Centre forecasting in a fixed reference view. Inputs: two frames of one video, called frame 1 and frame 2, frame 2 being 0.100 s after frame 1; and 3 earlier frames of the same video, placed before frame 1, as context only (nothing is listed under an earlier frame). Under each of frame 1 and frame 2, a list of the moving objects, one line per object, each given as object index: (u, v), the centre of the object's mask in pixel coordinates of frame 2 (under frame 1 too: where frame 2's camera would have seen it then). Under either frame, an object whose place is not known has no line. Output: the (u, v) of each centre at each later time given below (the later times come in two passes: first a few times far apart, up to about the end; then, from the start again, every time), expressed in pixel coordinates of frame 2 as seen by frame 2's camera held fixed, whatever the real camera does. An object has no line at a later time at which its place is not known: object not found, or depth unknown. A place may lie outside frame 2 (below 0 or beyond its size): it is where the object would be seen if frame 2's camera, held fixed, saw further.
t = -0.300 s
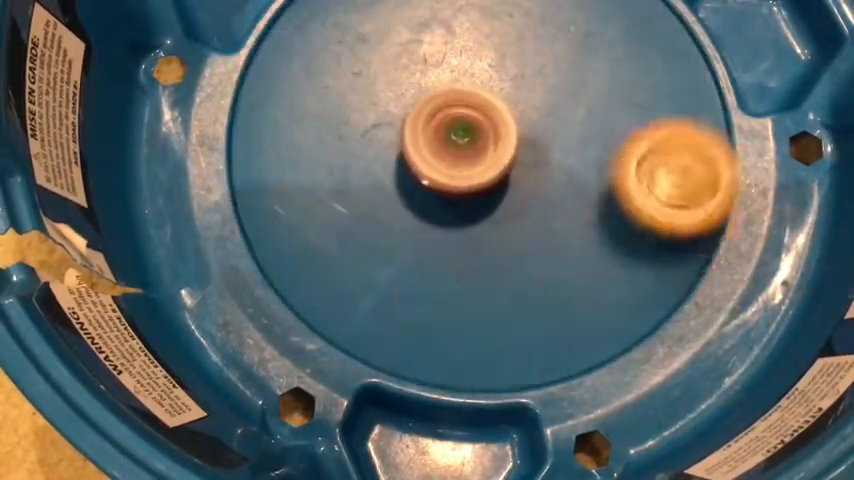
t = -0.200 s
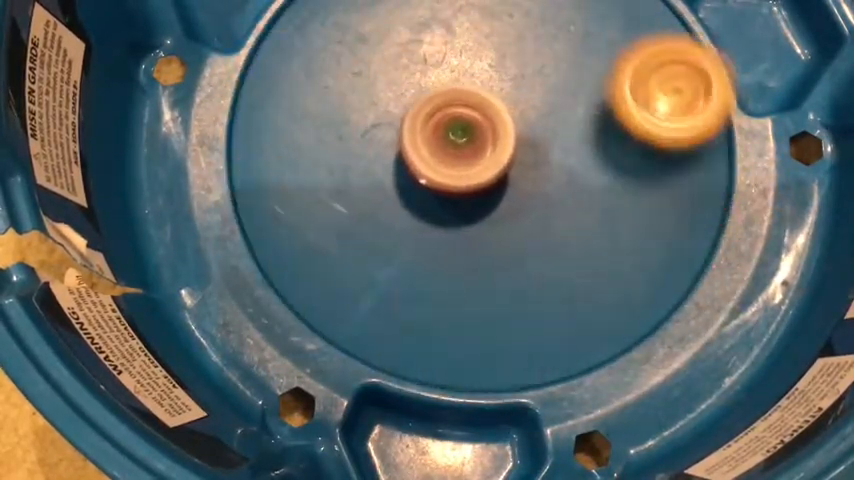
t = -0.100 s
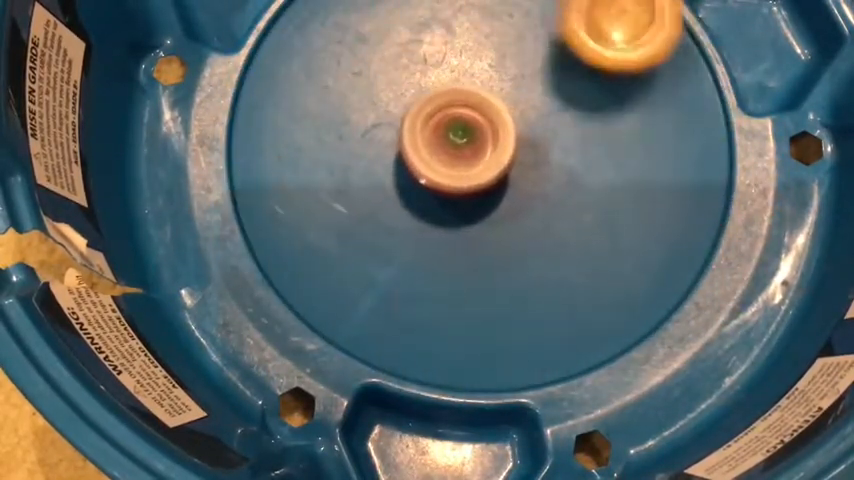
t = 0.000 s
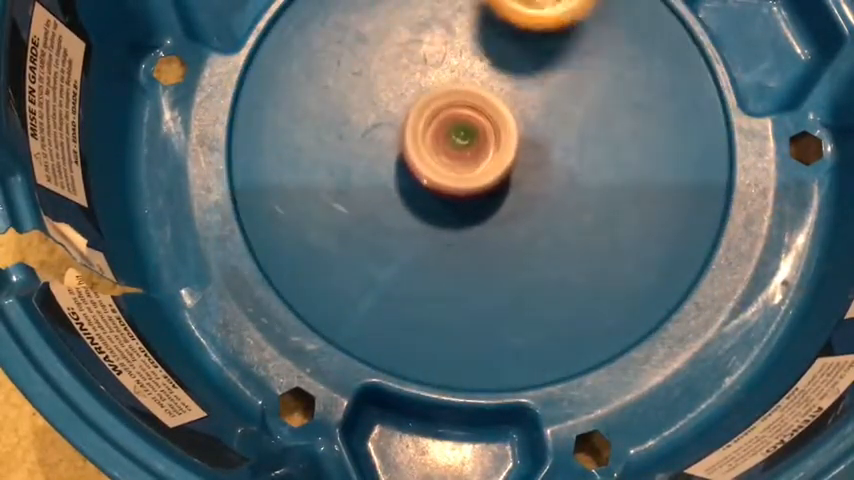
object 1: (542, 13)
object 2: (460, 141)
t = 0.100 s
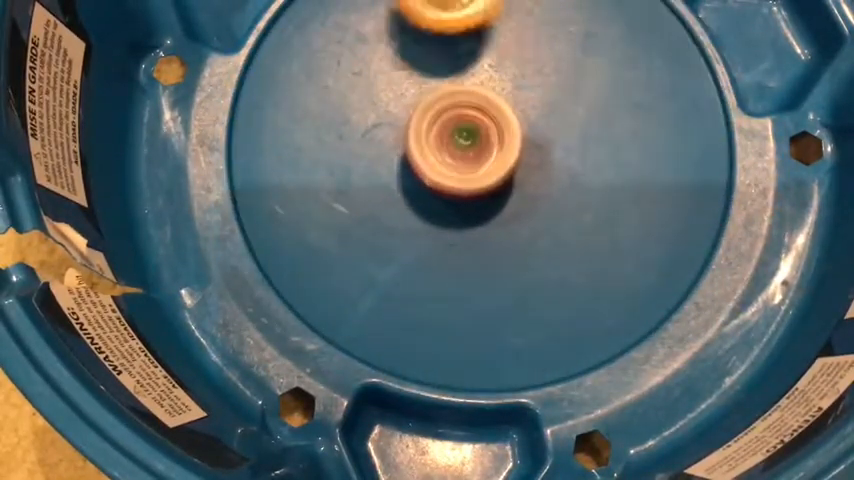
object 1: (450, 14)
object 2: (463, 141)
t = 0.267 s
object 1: (334, 73)
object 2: (469, 138)
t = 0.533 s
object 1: (399, 285)
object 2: (480, 133)
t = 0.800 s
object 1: (630, 254)
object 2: (488, 134)
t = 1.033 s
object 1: (628, 75)
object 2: (494, 139)
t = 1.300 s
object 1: (430, 21)
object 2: (493, 148)
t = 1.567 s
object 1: (308, 150)
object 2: (489, 150)
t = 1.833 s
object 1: (476, 281)
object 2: (479, 147)
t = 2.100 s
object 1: (640, 165)
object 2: (464, 139)
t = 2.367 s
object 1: (552, 26)
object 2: (461, 140)
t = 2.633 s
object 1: (369, 55)
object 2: (467, 138)
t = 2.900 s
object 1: (380, 237)
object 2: (479, 140)
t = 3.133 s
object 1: (549, 268)
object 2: (487, 143)
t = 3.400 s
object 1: (623, 122)
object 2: (492, 150)
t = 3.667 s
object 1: (488, 30)
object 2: (493, 150)
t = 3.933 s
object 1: (348, 105)
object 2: (485, 145)
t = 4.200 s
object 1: (427, 248)
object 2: (470, 137)
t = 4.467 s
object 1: (593, 210)
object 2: (462, 133)
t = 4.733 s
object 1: (584, 71)
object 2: (464, 135)
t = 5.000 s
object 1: (484, 17)
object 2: (448, 166)
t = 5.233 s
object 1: (402, 46)
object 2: (456, 177)
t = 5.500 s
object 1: (394, 31)
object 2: (497, 292)
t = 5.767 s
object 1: (457, 60)
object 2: (511, 268)
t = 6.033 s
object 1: (597, 72)
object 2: (451, 259)
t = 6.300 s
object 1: (664, 43)
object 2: (395, 248)
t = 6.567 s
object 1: (575, 138)
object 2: (433, 139)
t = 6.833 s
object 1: (544, 245)
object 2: (443, 25)
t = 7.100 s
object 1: (448, 247)
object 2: (489, 37)
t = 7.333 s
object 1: (397, 175)
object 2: (548, 122)
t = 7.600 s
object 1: (429, 88)
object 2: (583, 240)
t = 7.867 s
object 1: (515, 68)
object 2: (561, 261)
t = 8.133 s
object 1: (607, 109)
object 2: (448, 214)
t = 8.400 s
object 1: (627, 150)
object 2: (274, 137)
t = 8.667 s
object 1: (515, 166)
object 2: (342, 68)
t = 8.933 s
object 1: (475, 202)
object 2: (507, 27)
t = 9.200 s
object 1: (486, 159)
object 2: (613, 75)
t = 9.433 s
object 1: (468, 102)
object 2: (607, 204)
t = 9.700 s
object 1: (467, 68)
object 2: (491, 264)
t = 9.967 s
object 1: (491, 90)
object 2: (399, 181)
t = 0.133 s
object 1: (421, 19)
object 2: (465, 141)
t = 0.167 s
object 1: (395, 26)
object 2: (466, 141)
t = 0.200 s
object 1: (370, 37)
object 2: (467, 140)
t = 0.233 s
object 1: (350, 51)
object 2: (468, 139)
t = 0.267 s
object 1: (334, 73)
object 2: (469, 138)
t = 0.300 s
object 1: (323, 102)
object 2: (470, 137)
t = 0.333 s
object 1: (318, 131)
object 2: (471, 137)
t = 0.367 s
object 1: (317, 161)
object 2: (472, 136)
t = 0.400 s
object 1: (323, 190)
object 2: (474, 135)
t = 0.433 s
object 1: (334, 219)
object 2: (476, 134)
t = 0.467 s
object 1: (351, 244)
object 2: (477, 134)
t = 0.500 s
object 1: (372, 266)
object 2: (478, 133)
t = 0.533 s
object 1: (399, 285)
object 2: (480, 133)
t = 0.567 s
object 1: (429, 299)
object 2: (481, 133)
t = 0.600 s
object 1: (461, 308)
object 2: (483, 133)
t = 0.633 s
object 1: (493, 311)
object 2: (485, 134)
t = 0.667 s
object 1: (526, 310)
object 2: (486, 133)
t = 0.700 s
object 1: (557, 303)
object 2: (486, 133)
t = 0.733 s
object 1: (586, 292)
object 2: (486, 133)
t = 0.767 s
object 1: (610, 276)
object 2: (487, 133)
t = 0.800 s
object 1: (630, 254)
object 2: (488, 134)
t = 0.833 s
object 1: (645, 231)
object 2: (489, 134)
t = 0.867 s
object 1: (654, 204)
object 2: (490, 135)
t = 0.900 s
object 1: (659, 178)
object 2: (492, 136)
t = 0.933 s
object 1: (658, 150)
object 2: (492, 137)
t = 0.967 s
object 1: (651, 124)
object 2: (493, 137)
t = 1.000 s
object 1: (641, 99)
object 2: (493, 138)
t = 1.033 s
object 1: (628, 75)
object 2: (494, 139)
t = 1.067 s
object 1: (610, 54)
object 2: (494, 139)
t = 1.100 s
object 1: (591, 41)
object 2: (493, 140)
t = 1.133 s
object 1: (568, 32)
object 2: (493, 141)
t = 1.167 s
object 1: (544, 26)
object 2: (493, 142)
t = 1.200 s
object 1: (516, 22)
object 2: (493, 143)
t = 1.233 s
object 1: (488, 20)
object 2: (493, 145)
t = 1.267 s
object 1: (459, 20)
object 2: (494, 147)
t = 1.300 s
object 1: (430, 21)
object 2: (493, 148)
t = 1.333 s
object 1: (402, 26)
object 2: (493, 149)
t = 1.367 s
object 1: (378, 32)
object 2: (493, 150)
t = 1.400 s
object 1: (357, 40)
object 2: (492, 150)
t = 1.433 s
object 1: (339, 53)
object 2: (492, 150)
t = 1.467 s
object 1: (325, 73)
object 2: (491, 150)
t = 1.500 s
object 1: (313, 99)
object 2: (491, 150)
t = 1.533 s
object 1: (308, 125)
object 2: (490, 150)
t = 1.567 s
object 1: (308, 150)
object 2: (489, 150)
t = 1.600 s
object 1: (314, 176)
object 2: (488, 150)
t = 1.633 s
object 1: (326, 202)
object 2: (487, 150)
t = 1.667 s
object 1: (342, 225)
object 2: (485, 149)
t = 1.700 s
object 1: (364, 244)
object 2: (484, 149)
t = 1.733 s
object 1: (388, 259)
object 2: (483, 149)
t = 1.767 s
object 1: (416, 271)
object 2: (481, 148)
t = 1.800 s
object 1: (445, 278)
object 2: (480, 148)
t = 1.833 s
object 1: (476, 281)
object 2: (479, 147)
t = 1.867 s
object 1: (505, 279)
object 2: (477, 146)
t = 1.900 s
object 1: (534, 274)
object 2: (476, 146)
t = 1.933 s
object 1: (561, 264)
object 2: (474, 144)
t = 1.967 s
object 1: (584, 249)
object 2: (472, 144)
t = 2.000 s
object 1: (605, 233)
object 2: (470, 143)
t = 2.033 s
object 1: (622, 210)
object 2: (468, 141)
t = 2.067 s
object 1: (634, 188)
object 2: (466, 141)
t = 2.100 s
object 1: (640, 165)
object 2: (464, 139)
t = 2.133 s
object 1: (642, 141)
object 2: (463, 138)
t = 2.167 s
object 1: (641, 116)
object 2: (462, 138)
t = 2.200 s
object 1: (634, 92)
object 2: (461, 138)
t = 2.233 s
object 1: (624, 70)
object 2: (461, 138)
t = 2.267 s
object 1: (611, 51)
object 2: (461, 139)
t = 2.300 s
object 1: (594, 40)
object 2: (461, 139)
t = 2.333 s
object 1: (574, 32)
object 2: (461, 139)
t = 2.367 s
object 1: (552, 26)
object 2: (461, 140)
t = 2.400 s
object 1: (528, 22)
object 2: (461, 140)
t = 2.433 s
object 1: (503, 20)
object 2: (463, 140)
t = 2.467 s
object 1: (477, 21)
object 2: (463, 140)
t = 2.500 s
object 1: (451, 23)
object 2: (464, 140)
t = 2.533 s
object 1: (429, 27)
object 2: (465, 140)
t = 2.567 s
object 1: (404, 34)
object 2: (465, 140)
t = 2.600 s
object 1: (387, 43)
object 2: (466, 139)
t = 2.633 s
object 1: (369, 55)
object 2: (467, 138)
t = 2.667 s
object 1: (357, 75)
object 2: (467, 138)
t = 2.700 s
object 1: (347, 99)
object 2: (469, 138)
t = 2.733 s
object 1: (342, 123)
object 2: (471, 139)
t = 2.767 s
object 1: (340, 147)
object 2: (473, 139)
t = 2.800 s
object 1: (344, 172)
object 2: (474, 139)
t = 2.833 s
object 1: (351, 196)
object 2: (476, 139)
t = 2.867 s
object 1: (364, 218)
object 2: (478, 139)
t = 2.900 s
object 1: (380, 237)
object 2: (479, 140)
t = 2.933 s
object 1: (402, 252)
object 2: (480, 140)
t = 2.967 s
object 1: (425, 264)
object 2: (482, 141)
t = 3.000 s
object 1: (448, 272)
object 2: (483, 141)
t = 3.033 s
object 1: (474, 277)
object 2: (484, 142)
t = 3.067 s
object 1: (500, 278)
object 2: (485, 142)
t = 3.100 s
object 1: (525, 275)
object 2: (486, 142)
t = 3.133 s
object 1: (549, 268)
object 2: (487, 143)
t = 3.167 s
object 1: (571, 256)
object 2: (488, 143)
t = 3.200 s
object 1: (590, 243)
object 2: (489, 144)
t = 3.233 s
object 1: (604, 227)
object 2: (489, 145)
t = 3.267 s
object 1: (616, 206)
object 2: (490, 146)
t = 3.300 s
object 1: (624, 185)
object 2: (491, 146)
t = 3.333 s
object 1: (628, 164)
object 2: (491, 149)
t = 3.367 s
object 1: (627, 143)
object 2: (491, 150)
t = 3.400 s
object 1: (623, 122)
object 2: (492, 150)
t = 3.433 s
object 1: (616, 101)
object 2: (494, 151)
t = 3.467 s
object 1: (605, 82)
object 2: (495, 151)
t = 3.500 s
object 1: (591, 64)
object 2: (495, 151)
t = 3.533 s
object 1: (574, 50)
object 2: (495, 151)
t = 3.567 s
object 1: (556, 41)
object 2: (495, 151)
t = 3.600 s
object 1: (535, 36)
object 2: (494, 151)
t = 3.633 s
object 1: (512, 32)
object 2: (494, 150)
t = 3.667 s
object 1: (488, 30)
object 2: (493, 150)
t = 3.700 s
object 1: (466, 30)
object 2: (493, 149)
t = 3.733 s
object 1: (444, 32)
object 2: (492, 149)
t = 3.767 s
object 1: (421, 37)
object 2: (491, 149)
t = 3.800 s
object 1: (400, 42)
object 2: (491, 148)
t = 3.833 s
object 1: (382, 52)
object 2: (490, 147)
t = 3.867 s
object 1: (369, 67)
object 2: (489, 147)
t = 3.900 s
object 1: (358, 86)
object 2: (487, 147)
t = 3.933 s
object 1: (348, 105)
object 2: (485, 145)
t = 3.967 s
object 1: (345, 127)
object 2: (483, 144)
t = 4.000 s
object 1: (346, 148)
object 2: (481, 144)
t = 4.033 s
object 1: (350, 170)
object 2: (478, 143)
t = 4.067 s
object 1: (359, 190)
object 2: (477, 141)
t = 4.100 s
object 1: (371, 207)
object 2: (476, 140)
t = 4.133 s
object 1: (387, 225)
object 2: (474, 139)
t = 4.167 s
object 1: (406, 239)
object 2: (472, 138)
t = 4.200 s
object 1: (427, 248)
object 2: (470, 137)
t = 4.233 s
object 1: (449, 253)
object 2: (468, 135)
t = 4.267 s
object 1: (473, 257)
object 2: (467, 134)
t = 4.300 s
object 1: (497, 258)
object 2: (465, 134)
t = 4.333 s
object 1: (520, 255)
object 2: (464, 133)
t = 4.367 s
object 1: (541, 249)
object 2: (464, 133)
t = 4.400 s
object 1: (561, 238)
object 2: (463, 133)
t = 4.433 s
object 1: (578, 225)
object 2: (463, 133)
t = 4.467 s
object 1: (593, 210)
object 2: (462, 133)
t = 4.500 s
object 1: (604, 194)
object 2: (462, 133)
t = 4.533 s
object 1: (610, 177)
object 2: (462, 132)
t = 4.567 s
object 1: (613, 157)
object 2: (462, 133)
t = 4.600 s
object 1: (613, 138)
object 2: (462, 133)
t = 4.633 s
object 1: (611, 120)
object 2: (462, 133)
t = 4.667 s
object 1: (605, 102)
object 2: (463, 133)
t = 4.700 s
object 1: (596, 86)
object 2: (463, 134)
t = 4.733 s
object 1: (584, 71)
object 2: (464, 135)
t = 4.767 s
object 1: (570, 58)
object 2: (465, 135)
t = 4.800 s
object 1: (556, 49)
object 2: (465, 136)
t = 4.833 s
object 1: (537, 43)
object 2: (465, 136)
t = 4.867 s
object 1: (529, 35)
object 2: (458, 145)
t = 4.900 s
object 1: (520, 29)
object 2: (451, 153)
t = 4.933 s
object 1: (509, 23)
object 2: (447, 161)
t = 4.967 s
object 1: (497, 20)
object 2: (447, 164)
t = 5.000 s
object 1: (484, 17)
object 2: (448, 166)
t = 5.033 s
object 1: (469, 16)
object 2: (449, 167)
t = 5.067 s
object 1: (453, 16)
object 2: (451, 170)
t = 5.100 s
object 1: (440, 18)
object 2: (453, 172)
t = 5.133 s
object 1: (428, 22)
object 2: (454, 174)
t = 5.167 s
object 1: (416, 28)
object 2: (455, 175)
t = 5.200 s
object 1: (409, 36)
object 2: (455, 176)
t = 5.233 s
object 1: (402, 46)
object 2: (456, 177)
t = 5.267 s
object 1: (401, 60)
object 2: (457, 178)
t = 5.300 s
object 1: (403, 64)
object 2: (460, 196)
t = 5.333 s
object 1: (399, 51)
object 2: (468, 230)
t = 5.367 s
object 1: (396, 42)
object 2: (476, 255)
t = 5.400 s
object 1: (394, 38)
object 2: (482, 273)
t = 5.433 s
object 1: (394, 35)
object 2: (487, 283)
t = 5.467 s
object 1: (394, 32)
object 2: (493, 289)
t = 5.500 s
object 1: (394, 31)
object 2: (497, 292)
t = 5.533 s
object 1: (395, 31)
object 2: (501, 293)
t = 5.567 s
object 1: (398, 33)
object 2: (504, 293)
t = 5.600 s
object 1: (401, 35)
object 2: (506, 291)
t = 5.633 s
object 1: (409, 38)
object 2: (508, 288)
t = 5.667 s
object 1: (420, 42)
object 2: (510, 284)
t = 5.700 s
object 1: (430, 47)
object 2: (510, 279)
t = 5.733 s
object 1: (443, 53)
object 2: (511, 274)
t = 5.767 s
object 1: (457, 60)
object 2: (511, 268)
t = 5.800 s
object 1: (471, 68)
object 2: (512, 262)
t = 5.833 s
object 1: (484, 77)
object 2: (511, 255)
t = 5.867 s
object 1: (496, 85)
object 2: (511, 249)
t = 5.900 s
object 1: (508, 93)
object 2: (511, 242)
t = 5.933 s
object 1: (520, 100)
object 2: (510, 234)
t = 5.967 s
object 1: (532, 109)
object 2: (507, 229)
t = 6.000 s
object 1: (564, 92)
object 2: (481, 244)
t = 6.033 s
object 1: (597, 72)
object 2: (451, 259)
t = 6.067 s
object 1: (622, 58)
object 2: (428, 269)
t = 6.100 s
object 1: (641, 51)
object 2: (410, 273)
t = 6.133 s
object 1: (652, 46)
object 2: (399, 272)
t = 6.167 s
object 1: (661, 44)
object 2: (395, 269)
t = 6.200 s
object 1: (667, 42)
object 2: (394, 266)
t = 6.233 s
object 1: (669, 41)
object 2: (394, 260)
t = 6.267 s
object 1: (668, 42)
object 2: (395, 254)
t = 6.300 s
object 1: (664, 43)
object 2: (395, 248)
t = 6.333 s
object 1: (656, 47)
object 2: (397, 241)
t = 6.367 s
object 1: (646, 54)
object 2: (398, 232)
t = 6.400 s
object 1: (635, 65)
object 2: (402, 223)
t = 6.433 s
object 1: (624, 78)
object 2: (407, 209)
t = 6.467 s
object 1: (612, 93)
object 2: (413, 193)
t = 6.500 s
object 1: (601, 107)
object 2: (420, 175)
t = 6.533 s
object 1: (588, 123)
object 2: (426, 157)
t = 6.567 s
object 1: (575, 138)
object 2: (433, 139)
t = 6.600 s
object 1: (566, 153)
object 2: (440, 119)
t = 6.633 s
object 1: (569, 173)
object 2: (434, 93)
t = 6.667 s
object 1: (573, 190)
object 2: (430, 70)
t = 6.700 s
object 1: (570, 206)
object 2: (430, 51)
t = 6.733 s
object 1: (566, 219)
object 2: (431, 40)
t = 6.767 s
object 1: (561, 229)
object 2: (434, 33)
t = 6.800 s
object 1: (553, 237)
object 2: (438, 29)
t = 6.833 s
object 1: (544, 245)
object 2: (443, 25)
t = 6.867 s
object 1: (533, 252)
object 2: (448, 23)
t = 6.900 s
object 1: (523, 256)
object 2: (453, 22)
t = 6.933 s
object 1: (512, 258)
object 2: (458, 23)
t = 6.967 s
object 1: (498, 260)
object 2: (464, 24)
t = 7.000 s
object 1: (486, 260)
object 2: (470, 27)
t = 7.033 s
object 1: (474, 258)
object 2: (476, 29)
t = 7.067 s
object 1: (461, 253)
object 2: (482, 33)
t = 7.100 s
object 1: (448, 247)
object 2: (489, 37)
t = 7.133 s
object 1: (436, 242)
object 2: (496, 42)
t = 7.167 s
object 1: (427, 233)
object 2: (504, 49)
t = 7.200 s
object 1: (418, 222)
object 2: (514, 59)
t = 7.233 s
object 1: (410, 211)
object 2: (523, 72)
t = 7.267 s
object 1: (404, 199)
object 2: (530, 87)
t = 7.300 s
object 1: (401, 188)
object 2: (539, 104)
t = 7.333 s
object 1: (397, 175)
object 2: (548, 122)
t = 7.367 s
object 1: (395, 163)
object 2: (556, 138)
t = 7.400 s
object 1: (396, 151)
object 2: (563, 154)
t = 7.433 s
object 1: (399, 139)
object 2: (569, 171)
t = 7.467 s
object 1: (401, 128)
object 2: (573, 187)
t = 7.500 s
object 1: (404, 116)
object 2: (578, 203)
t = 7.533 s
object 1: (410, 106)
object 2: (582, 217)
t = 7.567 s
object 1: (420, 98)
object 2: (583, 229)
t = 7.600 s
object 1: (429, 88)
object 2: (583, 240)
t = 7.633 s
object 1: (436, 83)
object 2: (583, 250)
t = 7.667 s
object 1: (449, 77)
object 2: (582, 258)
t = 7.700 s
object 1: (459, 72)
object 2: (579, 262)
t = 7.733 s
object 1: (470, 68)
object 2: (575, 265)
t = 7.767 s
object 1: (481, 67)
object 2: (571, 266)
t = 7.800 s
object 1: (492, 66)
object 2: (568, 266)
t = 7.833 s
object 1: (505, 65)
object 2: (565, 264)
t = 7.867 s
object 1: (515, 68)
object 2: (561, 261)
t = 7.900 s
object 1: (527, 74)
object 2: (556, 259)
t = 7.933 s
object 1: (539, 79)
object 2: (550, 256)
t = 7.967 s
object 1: (548, 84)
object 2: (545, 251)
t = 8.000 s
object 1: (555, 92)
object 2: (536, 243)
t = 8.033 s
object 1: (564, 103)
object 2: (526, 233)
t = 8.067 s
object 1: (570, 111)
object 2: (515, 222)
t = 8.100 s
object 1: (580, 115)
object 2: (489, 214)
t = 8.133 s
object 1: (607, 109)
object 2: (448, 214)
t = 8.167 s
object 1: (630, 103)
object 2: (412, 209)
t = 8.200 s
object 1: (643, 103)
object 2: (379, 202)
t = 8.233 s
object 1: (651, 109)
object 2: (350, 193)
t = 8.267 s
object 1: (653, 114)
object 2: (328, 183)
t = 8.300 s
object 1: (648, 125)
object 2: (310, 172)
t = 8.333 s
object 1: (645, 134)
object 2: (294, 160)
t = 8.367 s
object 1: (636, 141)
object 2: (284, 149)
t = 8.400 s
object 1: (627, 150)
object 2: (274, 137)
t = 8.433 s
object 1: (616, 156)
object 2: (270, 126)
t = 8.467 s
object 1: (600, 162)
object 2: (270, 113)
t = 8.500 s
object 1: (587, 167)
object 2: (273, 103)
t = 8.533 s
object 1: (572, 169)
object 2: (283, 94)
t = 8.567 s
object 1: (556, 171)
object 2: (294, 85)
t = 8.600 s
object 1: (543, 170)
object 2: (308, 80)
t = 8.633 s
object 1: (528, 169)
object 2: (326, 74)
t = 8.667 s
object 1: (515, 166)
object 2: (342, 68)
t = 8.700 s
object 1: (501, 160)
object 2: (366, 64)
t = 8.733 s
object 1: (490, 154)
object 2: (386, 60)
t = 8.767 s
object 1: (483, 153)
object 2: (409, 57)
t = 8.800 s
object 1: (479, 162)
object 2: (426, 47)
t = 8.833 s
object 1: (478, 183)
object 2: (446, 36)
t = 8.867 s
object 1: (477, 194)
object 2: (466, 32)
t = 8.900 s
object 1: (477, 200)
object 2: (486, 29)
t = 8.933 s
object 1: (475, 202)
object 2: (507, 27)
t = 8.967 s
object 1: (477, 201)
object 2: (527, 27)
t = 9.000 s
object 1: (479, 198)
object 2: (542, 29)
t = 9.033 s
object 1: (482, 191)
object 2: (561, 33)
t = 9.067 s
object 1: (483, 186)
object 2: (574, 37)
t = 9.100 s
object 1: (485, 177)
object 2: (587, 43)
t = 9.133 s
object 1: (484, 172)
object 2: (598, 49)
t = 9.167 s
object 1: (487, 164)
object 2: (606, 61)
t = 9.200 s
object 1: (486, 159)
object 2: (613, 75)
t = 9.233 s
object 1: (487, 150)
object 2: (616, 93)
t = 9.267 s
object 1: (489, 144)
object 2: (617, 111)
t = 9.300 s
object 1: (489, 136)
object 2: (615, 130)
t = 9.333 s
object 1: (481, 124)
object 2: (618, 151)
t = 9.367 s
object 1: (476, 116)
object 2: (617, 170)
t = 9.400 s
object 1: (471, 108)
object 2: (614, 188)
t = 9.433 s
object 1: (468, 102)
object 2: (607, 204)
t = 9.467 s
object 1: (466, 98)
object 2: (598, 220)
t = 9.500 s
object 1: (464, 92)
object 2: (585, 233)
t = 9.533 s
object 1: (462, 88)
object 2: (571, 246)
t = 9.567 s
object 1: (462, 80)
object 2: (556, 254)
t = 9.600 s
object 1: (463, 75)
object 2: (539, 261)
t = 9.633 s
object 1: (464, 73)
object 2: (525, 264)
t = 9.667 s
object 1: (465, 70)
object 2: (506, 266)
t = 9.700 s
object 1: (467, 68)
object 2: (491, 264)
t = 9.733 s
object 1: (471, 66)
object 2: (475, 260)
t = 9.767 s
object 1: (475, 65)
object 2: (460, 255)
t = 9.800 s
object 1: (480, 68)
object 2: (445, 247)
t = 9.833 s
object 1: (482, 70)
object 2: (434, 238)
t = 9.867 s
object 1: (486, 74)
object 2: (421, 225)
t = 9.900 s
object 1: (489, 80)
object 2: (412, 212)
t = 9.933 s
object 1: (489, 84)
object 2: (403, 197)
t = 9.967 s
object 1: (491, 90)
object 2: (399, 181)
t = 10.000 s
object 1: (492, 99)
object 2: (393, 168)
